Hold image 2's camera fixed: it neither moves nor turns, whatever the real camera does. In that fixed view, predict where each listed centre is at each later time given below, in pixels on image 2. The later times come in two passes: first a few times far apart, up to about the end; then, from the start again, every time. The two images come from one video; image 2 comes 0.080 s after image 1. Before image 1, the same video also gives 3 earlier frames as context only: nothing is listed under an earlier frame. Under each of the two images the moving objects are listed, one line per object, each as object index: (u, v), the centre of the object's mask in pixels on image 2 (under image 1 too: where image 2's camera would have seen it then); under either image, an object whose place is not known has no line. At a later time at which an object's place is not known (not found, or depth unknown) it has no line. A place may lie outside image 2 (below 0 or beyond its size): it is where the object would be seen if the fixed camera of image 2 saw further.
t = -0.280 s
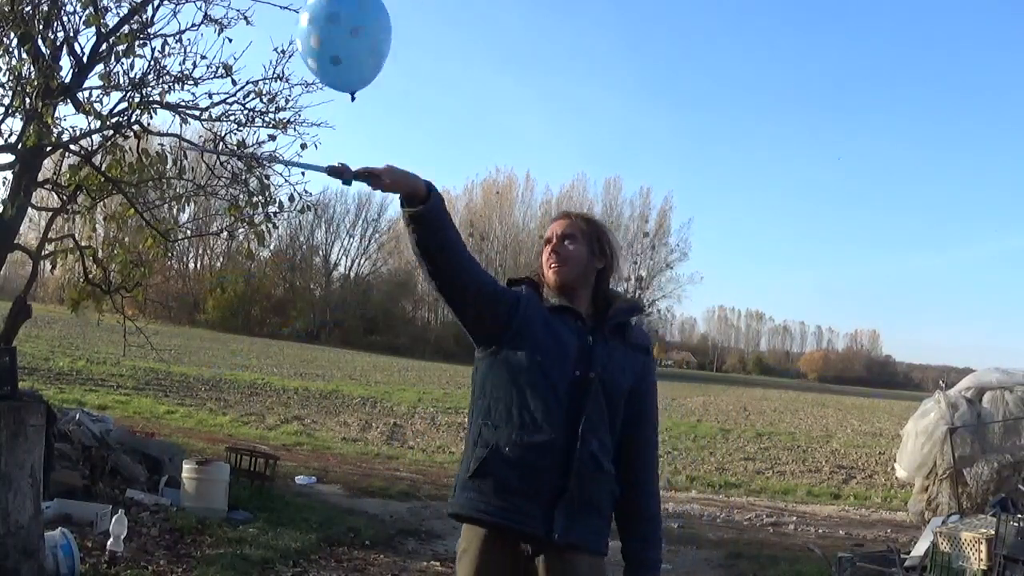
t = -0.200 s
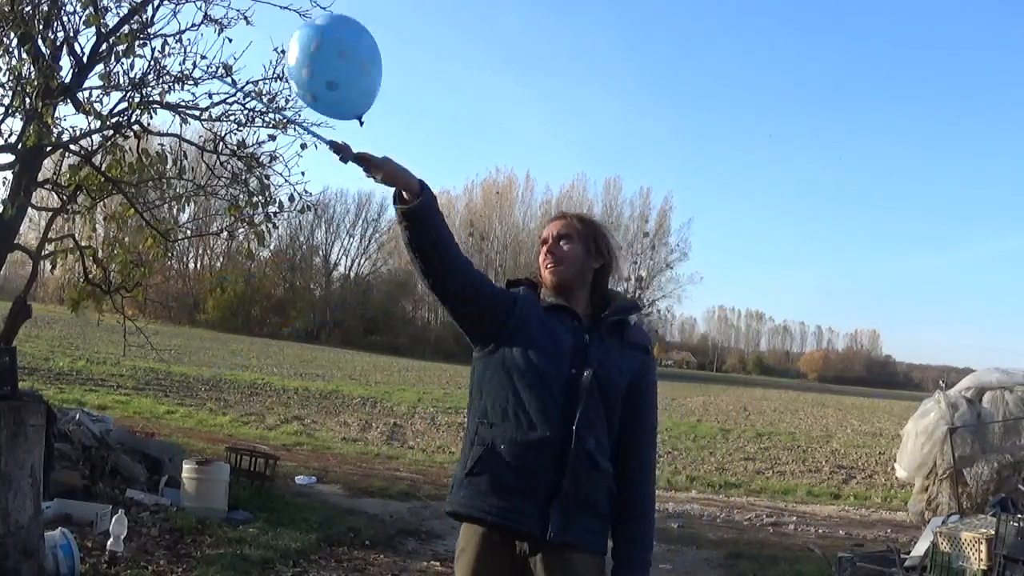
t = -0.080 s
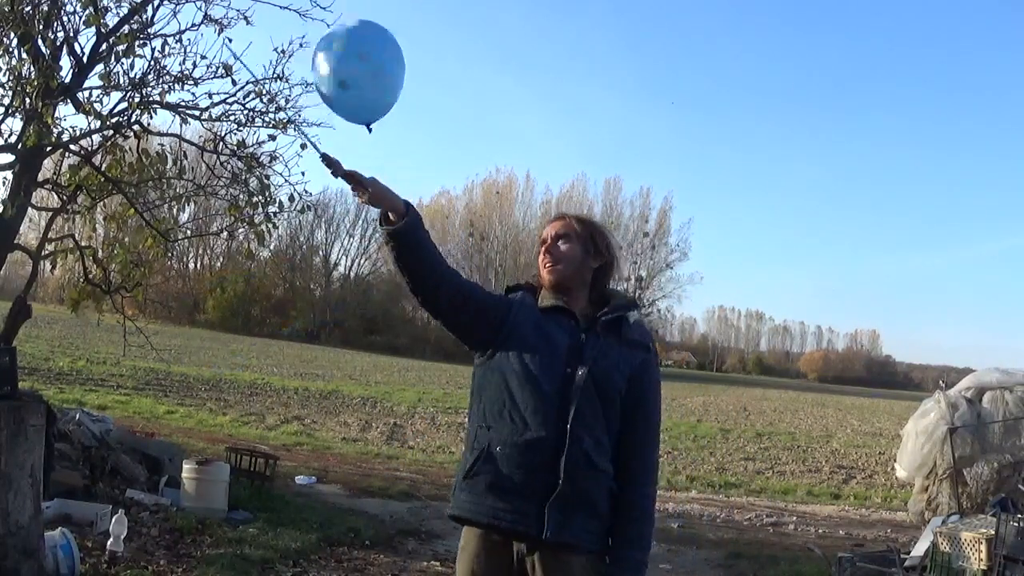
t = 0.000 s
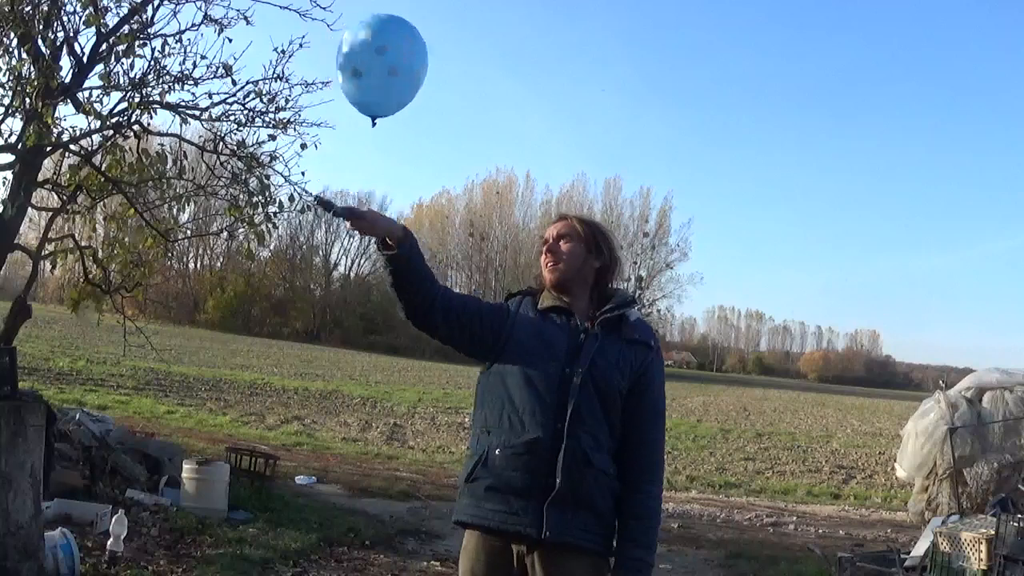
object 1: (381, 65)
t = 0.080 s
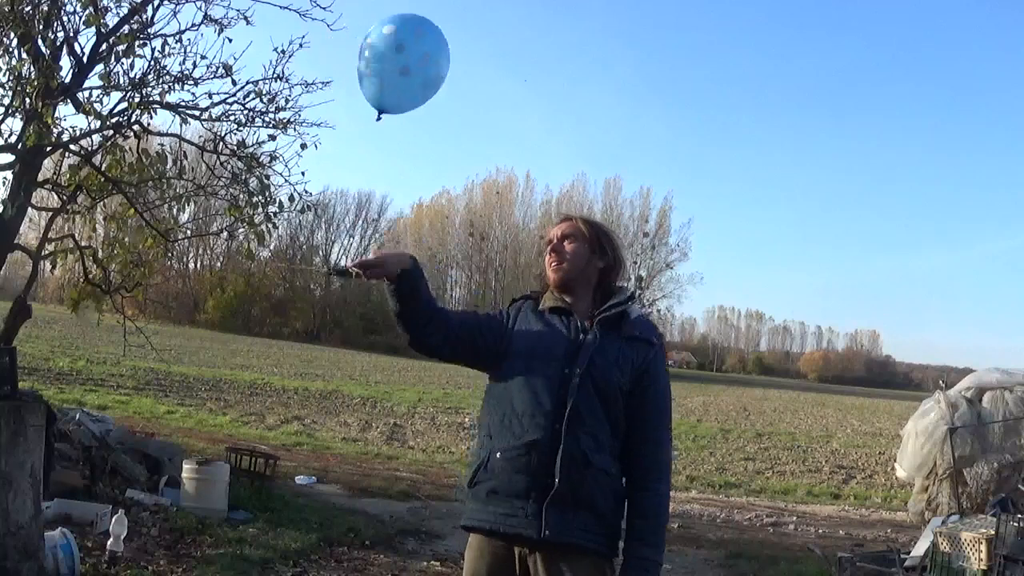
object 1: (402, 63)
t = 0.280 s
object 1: (450, 78)
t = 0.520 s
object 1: (505, 124)
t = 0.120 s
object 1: (413, 65)
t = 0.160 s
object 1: (422, 67)
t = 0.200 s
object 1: (431, 70)
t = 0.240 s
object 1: (441, 73)
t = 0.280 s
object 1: (450, 78)
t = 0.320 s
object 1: (460, 84)
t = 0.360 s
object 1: (469, 90)
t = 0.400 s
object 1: (478, 97)
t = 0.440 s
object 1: (487, 105)
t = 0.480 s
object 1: (496, 114)
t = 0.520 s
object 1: (505, 124)
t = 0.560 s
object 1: (515, 134)
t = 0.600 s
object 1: (524, 145)
